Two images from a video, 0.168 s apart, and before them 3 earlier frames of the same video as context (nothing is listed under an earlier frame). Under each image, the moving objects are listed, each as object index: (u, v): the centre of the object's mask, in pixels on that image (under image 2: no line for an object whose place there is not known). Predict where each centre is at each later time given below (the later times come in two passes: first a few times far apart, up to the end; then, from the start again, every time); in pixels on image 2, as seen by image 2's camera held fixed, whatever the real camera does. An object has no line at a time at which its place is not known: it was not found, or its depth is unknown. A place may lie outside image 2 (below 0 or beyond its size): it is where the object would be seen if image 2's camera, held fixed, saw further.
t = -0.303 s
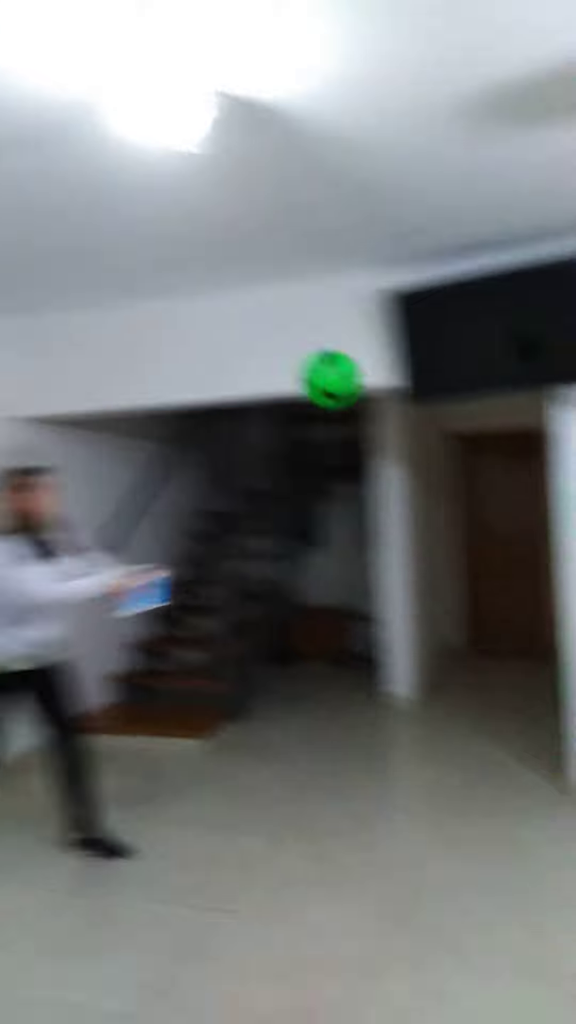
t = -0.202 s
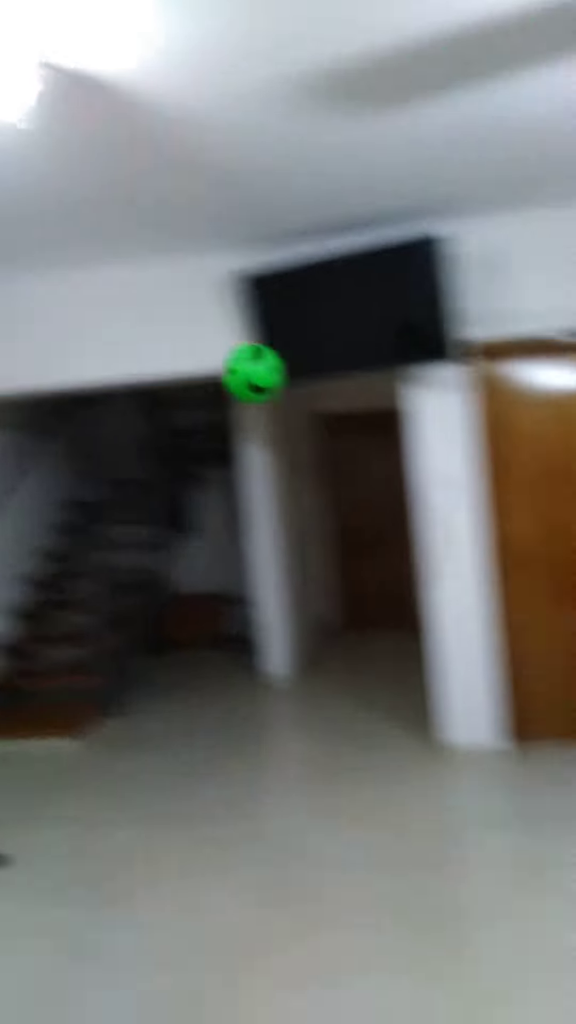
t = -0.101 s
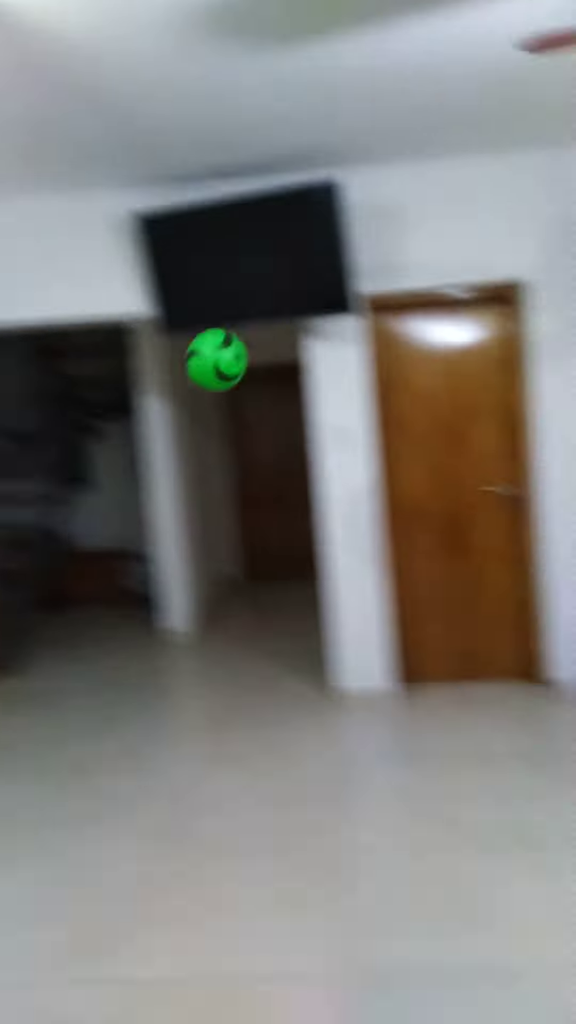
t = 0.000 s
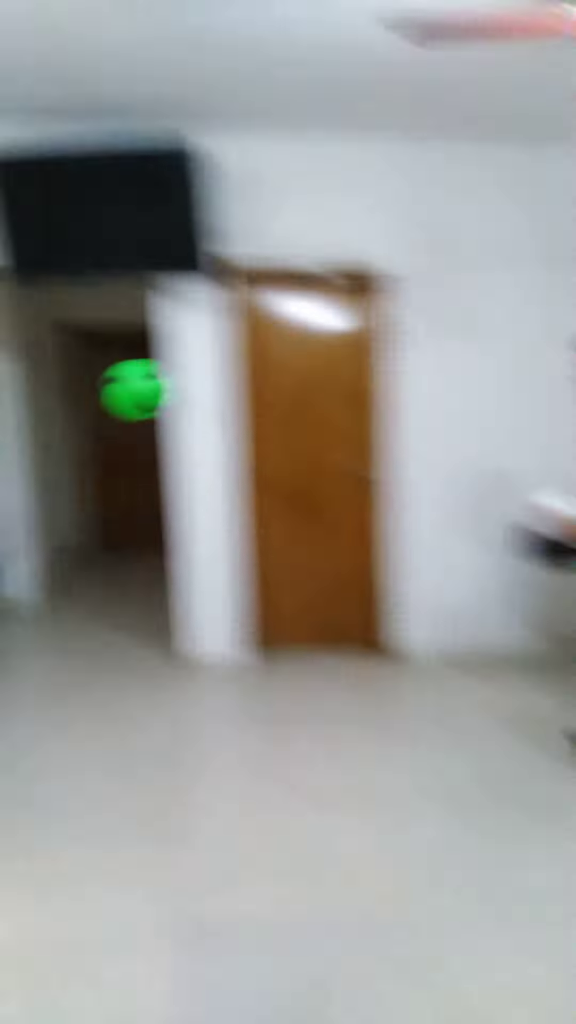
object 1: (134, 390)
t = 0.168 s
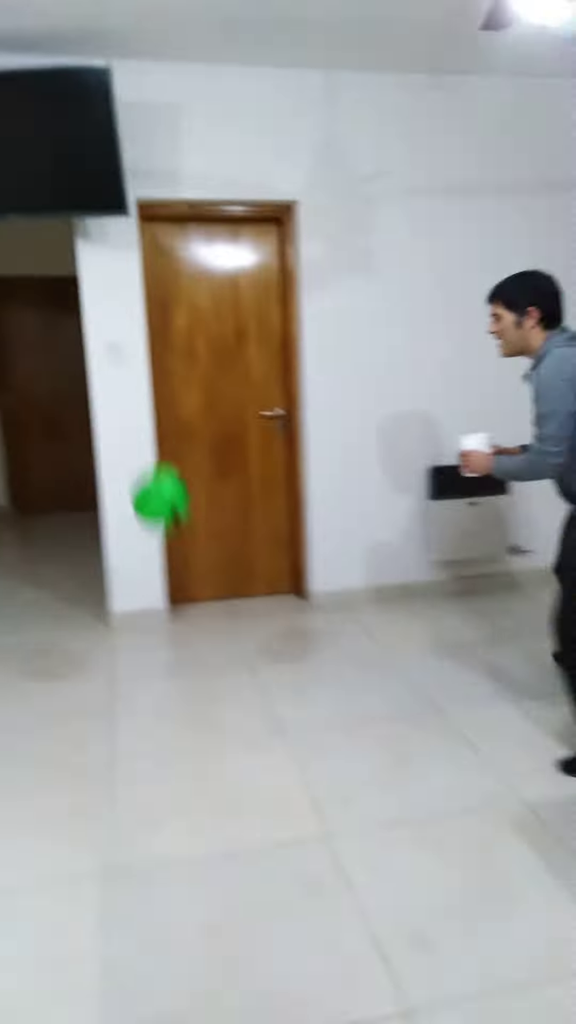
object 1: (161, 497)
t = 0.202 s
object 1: (180, 535)
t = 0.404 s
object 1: (257, 601)
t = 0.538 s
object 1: (283, 494)
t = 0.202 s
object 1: (180, 535)
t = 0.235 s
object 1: (197, 573)
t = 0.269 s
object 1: (214, 609)
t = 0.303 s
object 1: (232, 652)
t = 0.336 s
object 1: (243, 669)
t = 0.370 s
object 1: (251, 633)
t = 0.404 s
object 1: (257, 601)
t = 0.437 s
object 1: (264, 572)
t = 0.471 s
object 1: (270, 543)
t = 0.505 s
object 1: (277, 517)
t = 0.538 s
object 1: (283, 494)
